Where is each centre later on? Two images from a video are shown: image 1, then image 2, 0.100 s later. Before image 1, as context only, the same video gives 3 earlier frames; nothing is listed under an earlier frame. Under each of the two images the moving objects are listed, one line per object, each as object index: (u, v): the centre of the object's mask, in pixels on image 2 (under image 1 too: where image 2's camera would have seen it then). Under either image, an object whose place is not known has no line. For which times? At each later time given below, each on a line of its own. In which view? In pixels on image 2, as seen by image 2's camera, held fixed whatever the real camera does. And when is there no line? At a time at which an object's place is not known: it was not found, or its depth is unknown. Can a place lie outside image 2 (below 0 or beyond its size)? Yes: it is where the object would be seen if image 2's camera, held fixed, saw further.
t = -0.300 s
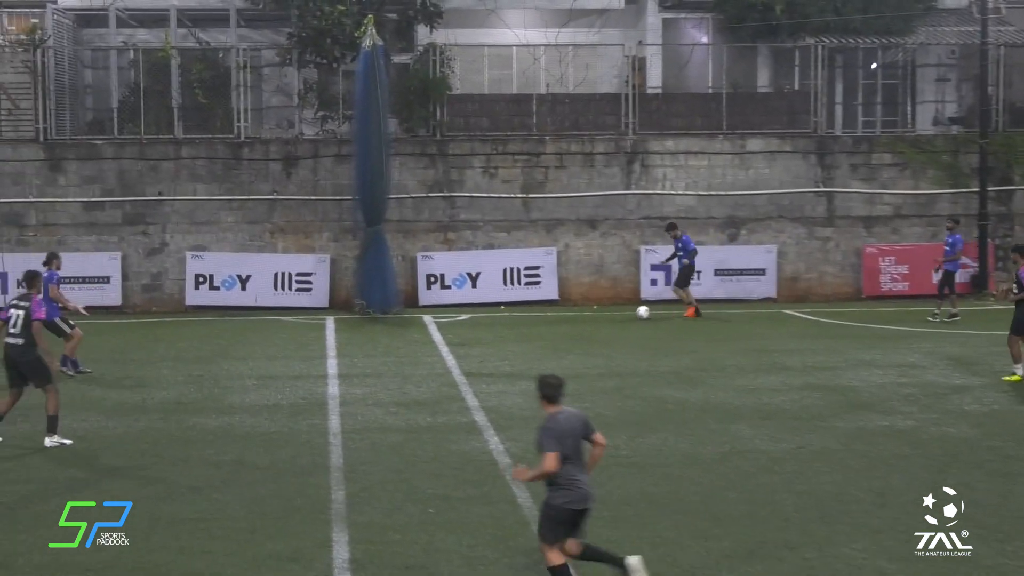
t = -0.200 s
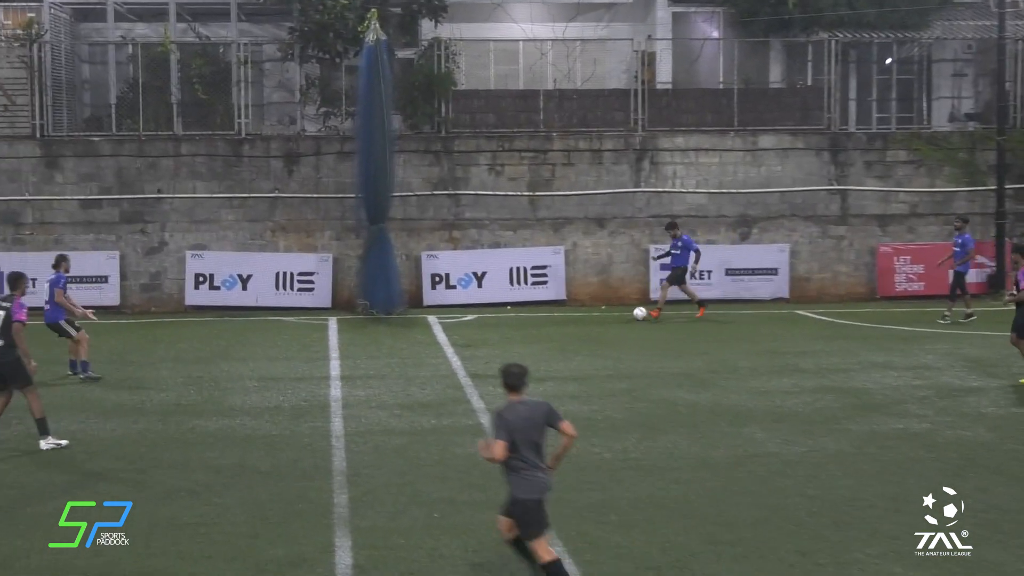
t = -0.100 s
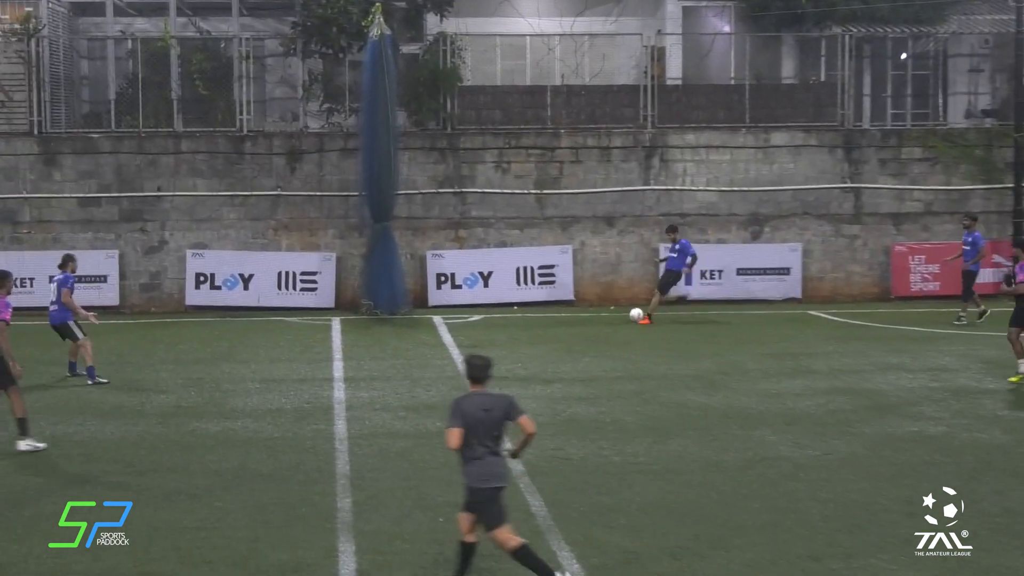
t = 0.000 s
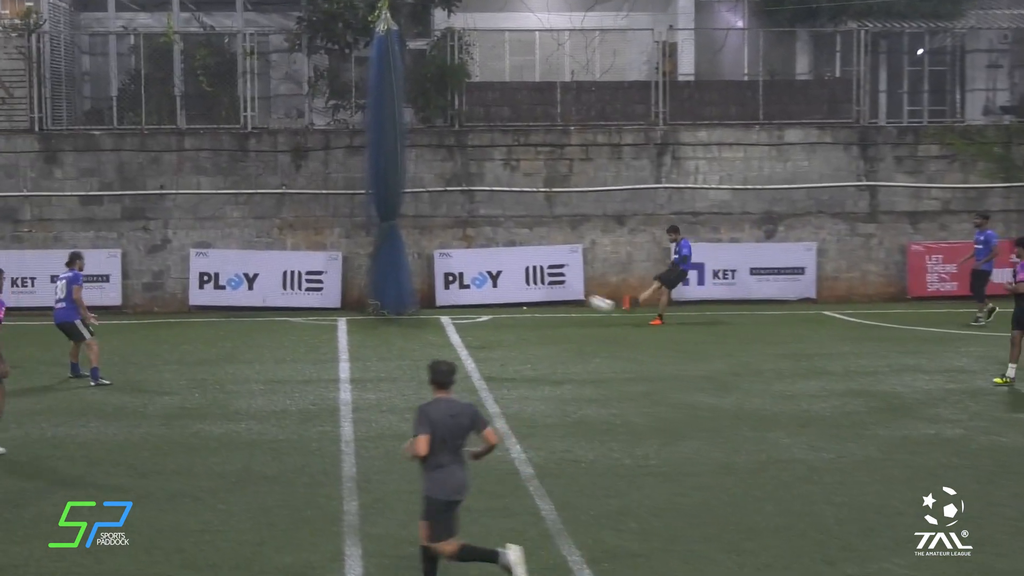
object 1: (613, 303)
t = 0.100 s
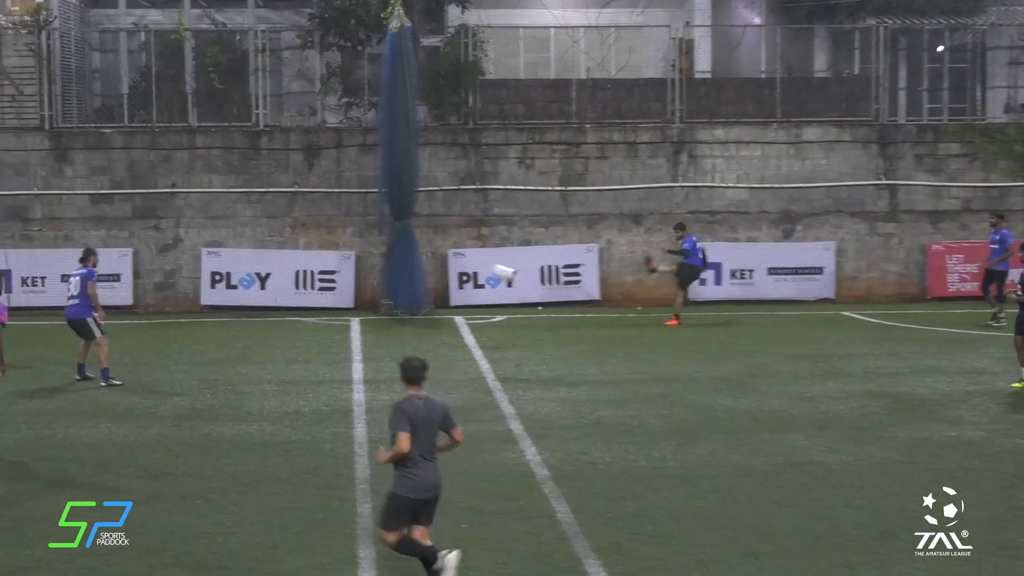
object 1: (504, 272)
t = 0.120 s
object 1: (482, 266)
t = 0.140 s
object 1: (458, 261)
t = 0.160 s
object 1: (435, 256)
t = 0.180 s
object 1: (413, 251)
